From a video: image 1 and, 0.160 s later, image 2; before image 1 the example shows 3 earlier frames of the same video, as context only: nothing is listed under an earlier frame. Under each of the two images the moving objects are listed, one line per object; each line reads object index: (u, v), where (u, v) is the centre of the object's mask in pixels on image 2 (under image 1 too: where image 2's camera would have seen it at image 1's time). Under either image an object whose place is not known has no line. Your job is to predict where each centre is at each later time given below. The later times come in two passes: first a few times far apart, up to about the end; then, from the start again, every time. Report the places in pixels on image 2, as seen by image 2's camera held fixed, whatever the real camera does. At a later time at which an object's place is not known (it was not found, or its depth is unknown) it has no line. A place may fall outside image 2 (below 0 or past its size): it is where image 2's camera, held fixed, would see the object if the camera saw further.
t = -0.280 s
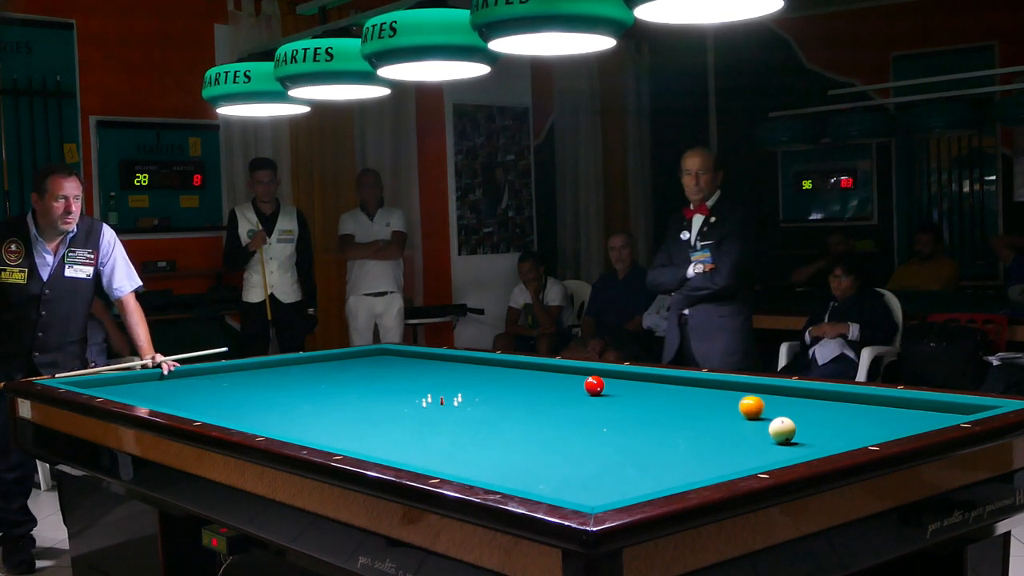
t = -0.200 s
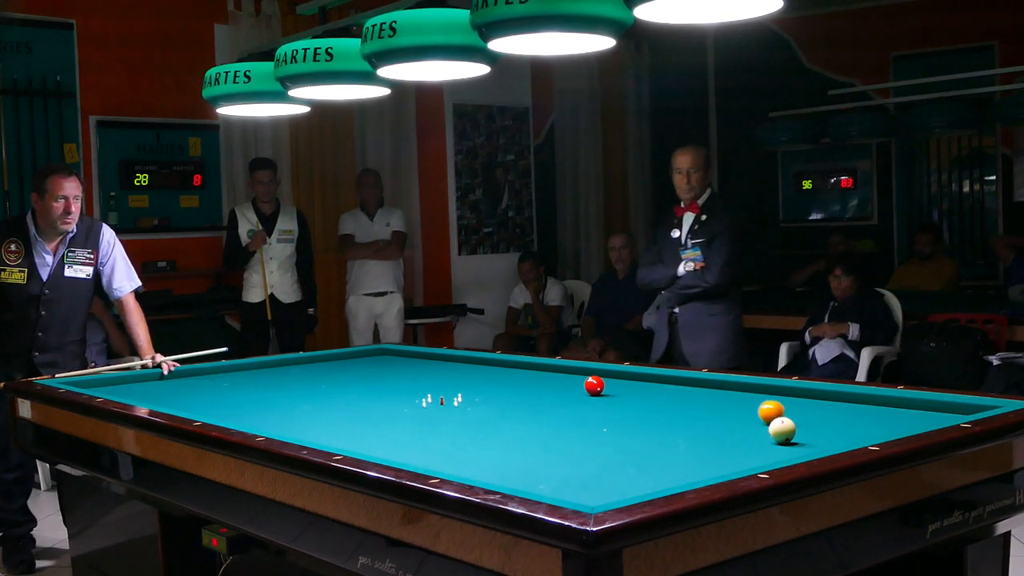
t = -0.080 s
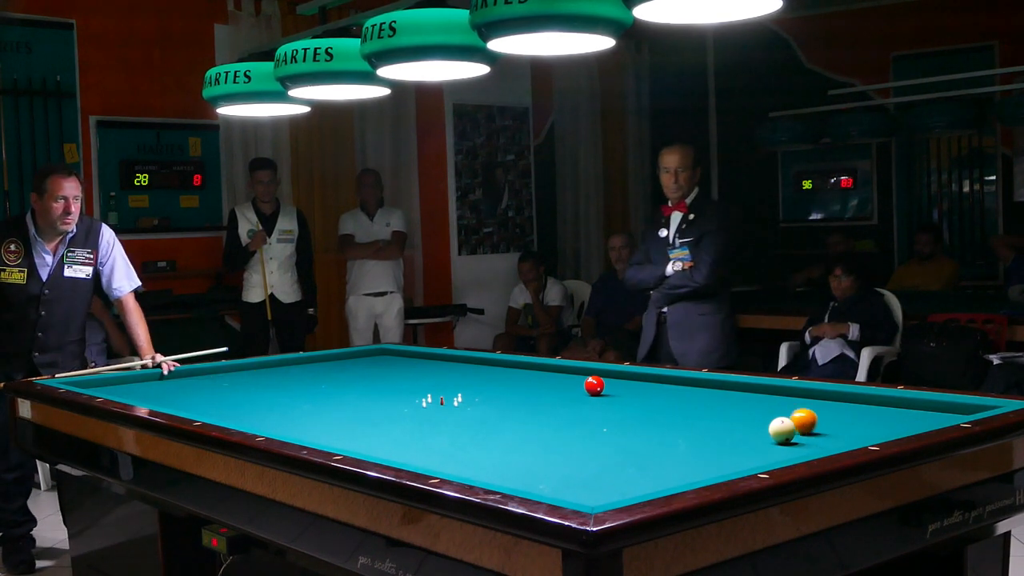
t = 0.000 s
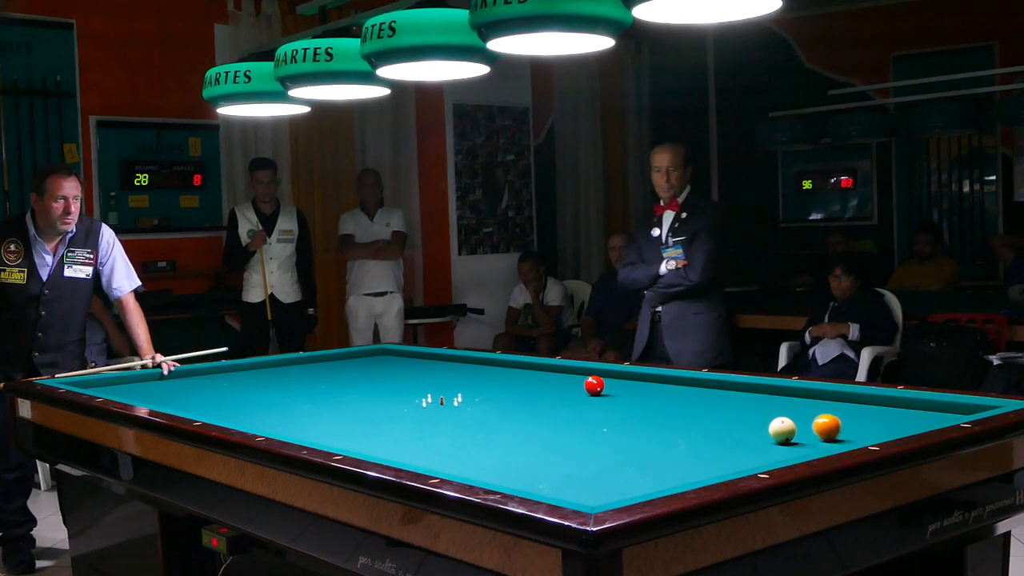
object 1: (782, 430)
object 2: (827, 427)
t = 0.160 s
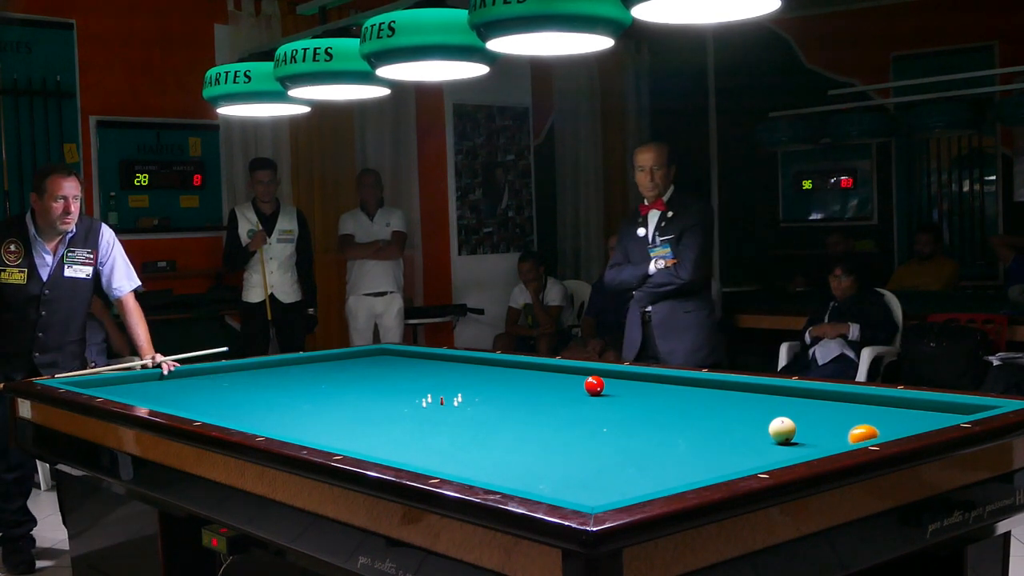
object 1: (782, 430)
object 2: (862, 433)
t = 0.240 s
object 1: (782, 430)
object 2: (834, 434)
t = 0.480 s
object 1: (754, 426)
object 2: (799, 433)
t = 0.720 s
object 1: (720, 422)
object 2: (787, 434)
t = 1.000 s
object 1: (683, 417)
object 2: (776, 434)
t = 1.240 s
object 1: (654, 413)
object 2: (767, 435)
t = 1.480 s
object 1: (627, 411)
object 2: (758, 436)
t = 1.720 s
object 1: (603, 407)
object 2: (752, 436)
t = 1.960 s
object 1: (580, 404)
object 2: (746, 436)
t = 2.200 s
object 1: (558, 402)
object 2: (742, 437)
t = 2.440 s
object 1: (538, 399)
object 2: (738, 437)
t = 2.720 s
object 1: (517, 397)
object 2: (735, 437)
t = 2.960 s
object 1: (499, 394)
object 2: (734, 437)
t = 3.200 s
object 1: (483, 392)
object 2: (734, 437)
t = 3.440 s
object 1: (468, 391)
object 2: (734, 437)
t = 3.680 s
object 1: (454, 388)
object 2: (734, 437)
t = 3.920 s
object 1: (441, 387)
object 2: (734, 437)
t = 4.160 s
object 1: (429, 385)
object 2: (734, 437)
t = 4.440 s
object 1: (415, 384)
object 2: (734, 437)
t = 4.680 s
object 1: (404, 383)
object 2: (734, 437)
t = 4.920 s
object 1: (394, 381)
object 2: (734, 437)
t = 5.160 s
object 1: (385, 380)
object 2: (734, 437)
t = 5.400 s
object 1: (376, 379)
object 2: (734, 437)
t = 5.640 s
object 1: (368, 378)
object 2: (734, 437)
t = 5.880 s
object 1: (360, 378)
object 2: (734, 437)
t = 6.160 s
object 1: (351, 377)
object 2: (734, 437)
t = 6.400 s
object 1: (344, 376)
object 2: (734, 437)
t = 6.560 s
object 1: (340, 375)
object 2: (734, 437)
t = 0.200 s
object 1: (782, 430)
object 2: (847, 434)
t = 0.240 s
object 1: (782, 430)
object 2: (834, 434)
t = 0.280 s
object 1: (782, 430)
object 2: (821, 433)
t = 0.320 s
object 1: (782, 430)
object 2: (809, 433)
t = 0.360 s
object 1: (775, 429)
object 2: (805, 433)
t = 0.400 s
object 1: (768, 428)
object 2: (803, 433)
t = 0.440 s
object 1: (760, 427)
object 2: (801, 433)
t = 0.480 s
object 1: (754, 426)
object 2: (799, 433)
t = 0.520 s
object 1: (748, 426)
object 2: (797, 433)
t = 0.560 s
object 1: (742, 425)
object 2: (795, 433)
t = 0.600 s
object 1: (736, 424)
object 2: (793, 433)
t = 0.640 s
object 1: (731, 423)
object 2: (791, 433)
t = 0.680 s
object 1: (725, 422)
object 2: (789, 434)
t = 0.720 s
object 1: (720, 422)
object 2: (787, 434)
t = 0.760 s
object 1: (714, 421)
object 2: (786, 434)
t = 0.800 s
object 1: (709, 421)
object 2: (784, 434)
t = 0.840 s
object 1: (704, 420)
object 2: (782, 434)
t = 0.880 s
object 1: (698, 419)
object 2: (781, 434)
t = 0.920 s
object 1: (693, 419)
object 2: (779, 434)
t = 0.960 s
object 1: (688, 418)
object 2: (777, 434)
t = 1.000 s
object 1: (683, 417)
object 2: (776, 434)
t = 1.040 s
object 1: (678, 416)
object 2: (774, 434)
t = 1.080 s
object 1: (673, 416)
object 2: (773, 435)
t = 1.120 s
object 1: (668, 415)
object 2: (771, 435)
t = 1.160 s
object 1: (664, 415)
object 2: (770, 435)
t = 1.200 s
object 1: (659, 414)
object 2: (768, 435)
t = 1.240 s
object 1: (654, 413)
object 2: (767, 435)
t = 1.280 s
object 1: (650, 413)
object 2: (765, 435)
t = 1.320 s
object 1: (645, 412)
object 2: (764, 435)
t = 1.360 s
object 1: (641, 412)
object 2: (763, 435)
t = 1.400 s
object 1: (636, 411)
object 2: (761, 435)
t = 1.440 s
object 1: (632, 411)
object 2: (760, 436)
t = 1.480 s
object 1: (627, 411)
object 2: (758, 436)
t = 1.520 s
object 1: (623, 410)
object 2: (757, 436)
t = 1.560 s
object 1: (619, 409)
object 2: (756, 436)
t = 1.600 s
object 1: (615, 409)
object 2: (755, 436)
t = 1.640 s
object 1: (611, 408)
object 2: (754, 436)
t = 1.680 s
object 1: (607, 408)
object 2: (753, 436)
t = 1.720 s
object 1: (603, 407)
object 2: (752, 436)
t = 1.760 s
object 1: (599, 407)
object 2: (751, 436)
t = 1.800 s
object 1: (595, 406)
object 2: (750, 436)
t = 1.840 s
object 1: (591, 406)
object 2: (749, 436)
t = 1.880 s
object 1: (587, 406)
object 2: (748, 436)
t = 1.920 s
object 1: (583, 405)
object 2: (747, 437)
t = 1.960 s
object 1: (580, 404)
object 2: (746, 436)
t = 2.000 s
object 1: (576, 404)
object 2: (745, 437)
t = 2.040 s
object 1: (573, 403)
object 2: (745, 436)
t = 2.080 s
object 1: (569, 403)
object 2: (744, 436)
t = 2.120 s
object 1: (565, 403)
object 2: (743, 437)
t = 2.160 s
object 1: (562, 402)
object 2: (742, 437)
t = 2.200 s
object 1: (558, 402)
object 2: (742, 437)
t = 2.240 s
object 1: (555, 401)
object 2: (741, 437)
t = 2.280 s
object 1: (552, 401)
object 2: (740, 437)
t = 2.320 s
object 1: (548, 400)
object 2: (740, 437)
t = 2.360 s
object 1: (545, 400)
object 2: (739, 437)
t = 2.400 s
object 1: (541, 400)
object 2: (739, 437)
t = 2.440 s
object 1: (538, 399)
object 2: (738, 437)
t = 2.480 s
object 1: (535, 399)
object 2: (738, 437)
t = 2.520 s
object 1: (532, 399)
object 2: (737, 437)
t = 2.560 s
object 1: (529, 398)
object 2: (736, 437)
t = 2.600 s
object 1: (526, 398)
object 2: (736, 437)
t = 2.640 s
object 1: (523, 397)
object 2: (736, 437)
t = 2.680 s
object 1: (519, 397)
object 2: (735, 437)
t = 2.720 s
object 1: (517, 397)
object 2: (735, 437)
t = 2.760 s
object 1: (513, 396)
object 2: (735, 437)
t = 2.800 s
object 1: (511, 396)
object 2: (735, 437)
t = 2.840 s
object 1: (508, 396)
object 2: (734, 437)
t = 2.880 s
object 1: (505, 395)
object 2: (734, 437)
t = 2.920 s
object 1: (502, 395)
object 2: (734, 437)
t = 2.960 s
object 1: (499, 394)
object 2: (734, 437)
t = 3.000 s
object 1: (496, 394)
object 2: (734, 437)
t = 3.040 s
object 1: (494, 393)
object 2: (734, 437)
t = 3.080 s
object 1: (491, 393)
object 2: (733, 437)
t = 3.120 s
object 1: (488, 393)
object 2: (733, 437)
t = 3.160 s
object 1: (486, 393)
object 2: (734, 437)
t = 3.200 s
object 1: (483, 392)
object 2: (734, 437)
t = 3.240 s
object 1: (480, 392)
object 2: (734, 437)
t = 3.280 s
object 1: (478, 392)
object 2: (734, 437)
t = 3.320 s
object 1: (475, 392)
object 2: (734, 437)
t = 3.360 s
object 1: (473, 391)
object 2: (734, 437)
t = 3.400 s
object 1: (470, 391)
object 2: (734, 437)
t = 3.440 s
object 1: (468, 391)
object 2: (734, 437)
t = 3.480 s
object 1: (466, 390)
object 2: (734, 437)
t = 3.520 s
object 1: (463, 390)
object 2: (734, 437)
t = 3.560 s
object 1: (461, 389)
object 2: (734, 437)
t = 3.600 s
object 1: (458, 389)
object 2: (734, 437)
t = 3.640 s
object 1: (456, 388)
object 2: (734, 437)
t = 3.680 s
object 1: (454, 388)
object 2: (734, 437)
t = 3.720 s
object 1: (452, 388)
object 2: (734, 437)
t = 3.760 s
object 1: (450, 388)
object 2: (734, 437)
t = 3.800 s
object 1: (448, 387)
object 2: (734, 437)
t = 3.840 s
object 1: (445, 387)
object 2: (734, 437)
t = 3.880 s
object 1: (443, 387)
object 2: (734, 437)
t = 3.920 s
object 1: (441, 387)
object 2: (734, 437)
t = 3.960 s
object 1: (439, 387)
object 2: (734, 437)
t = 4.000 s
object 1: (437, 386)
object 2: (734, 437)
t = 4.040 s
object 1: (435, 386)
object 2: (734, 437)
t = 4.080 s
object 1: (433, 385)
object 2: (734, 437)
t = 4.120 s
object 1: (431, 385)
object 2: (734, 437)
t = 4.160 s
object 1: (429, 385)
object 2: (734, 437)
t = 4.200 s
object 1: (427, 385)
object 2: (734, 437)
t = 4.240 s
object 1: (425, 385)
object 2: (734, 437)
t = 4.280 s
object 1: (422, 385)
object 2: (734, 437)
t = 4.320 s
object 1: (421, 385)
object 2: (734, 437)
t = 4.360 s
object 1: (419, 385)
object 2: (734, 437)
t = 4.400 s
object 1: (417, 384)
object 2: (734, 437)
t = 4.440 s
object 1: (415, 384)
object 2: (734, 437)
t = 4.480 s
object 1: (413, 384)
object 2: (734, 437)
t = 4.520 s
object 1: (411, 384)
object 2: (734, 437)
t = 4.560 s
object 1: (410, 384)
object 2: (734, 437)
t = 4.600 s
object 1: (408, 383)
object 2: (734, 437)
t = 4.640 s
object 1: (406, 383)
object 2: (734, 437)
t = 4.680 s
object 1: (404, 383)
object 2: (734, 437)
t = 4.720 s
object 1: (403, 382)
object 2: (734, 437)
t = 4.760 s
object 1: (401, 382)
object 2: (734, 437)
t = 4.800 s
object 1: (399, 382)
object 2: (734, 437)
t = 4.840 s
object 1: (398, 382)
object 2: (734, 437)
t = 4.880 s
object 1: (396, 382)
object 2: (734, 437)
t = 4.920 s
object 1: (394, 381)
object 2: (734, 437)
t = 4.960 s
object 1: (393, 381)
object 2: (734, 437)
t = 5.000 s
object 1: (391, 381)
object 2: (734, 437)
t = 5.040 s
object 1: (390, 381)
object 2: (734, 437)
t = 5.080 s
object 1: (388, 381)
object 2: (734, 437)
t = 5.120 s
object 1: (387, 381)
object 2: (734, 437)
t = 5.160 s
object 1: (385, 380)
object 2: (734, 437)
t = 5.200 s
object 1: (384, 380)
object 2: (734, 437)
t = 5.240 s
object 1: (382, 380)
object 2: (734, 437)
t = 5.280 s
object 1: (380, 380)
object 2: (734, 437)
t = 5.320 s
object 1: (379, 379)
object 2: (734, 437)
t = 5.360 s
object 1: (377, 379)
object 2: (734, 437)
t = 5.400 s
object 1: (376, 379)
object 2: (734, 437)
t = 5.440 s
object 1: (375, 379)
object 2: (734, 437)
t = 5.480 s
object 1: (373, 379)
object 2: (734, 437)
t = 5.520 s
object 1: (372, 379)
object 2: (734, 437)
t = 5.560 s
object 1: (370, 378)
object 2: (734, 437)
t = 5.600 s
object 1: (369, 378)
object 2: (734, 437)
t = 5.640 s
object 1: (368, 378)
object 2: (734, 437)
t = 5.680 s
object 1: (366, 378)
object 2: (734, 437)
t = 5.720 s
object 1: (365, 378)
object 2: (734, 437)
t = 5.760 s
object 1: (364, 378)
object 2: (734, 437)
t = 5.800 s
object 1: (363, 378)
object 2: (734, 437)
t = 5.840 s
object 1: (361, 378)
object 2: (734, 437)
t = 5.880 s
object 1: (360, 378)
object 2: (734, 437)
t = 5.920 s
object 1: (358, 377)
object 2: (734, 437)
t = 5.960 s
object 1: (357, 377)
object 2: (734, 437)
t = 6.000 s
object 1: (356, 377)
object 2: (734, 437)
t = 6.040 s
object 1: (355, 377)
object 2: (734, 437)
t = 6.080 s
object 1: (353, 377)
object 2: (734, 437)
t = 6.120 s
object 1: (352, 377)
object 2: (734, 437)
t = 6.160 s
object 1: (351, 377)
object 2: (734, 437)
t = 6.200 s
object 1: (350, 376)
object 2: (734, 437)
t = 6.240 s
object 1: (349, 376)
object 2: (734, 437)
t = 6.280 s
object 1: (348, 376)
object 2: (734, 437)
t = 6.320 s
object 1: (346, 376)
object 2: (734, 437)
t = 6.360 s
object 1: (345, 376)
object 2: (734, 437)
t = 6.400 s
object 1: (344, 376)
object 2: (734, 437)
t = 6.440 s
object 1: (343, 375)
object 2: (734, 437)
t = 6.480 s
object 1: (342, 375)
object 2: (734, 437)
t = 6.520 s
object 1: (341, 375)
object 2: (734, 437)
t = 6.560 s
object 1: (340, 375)
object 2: (734, 437)
